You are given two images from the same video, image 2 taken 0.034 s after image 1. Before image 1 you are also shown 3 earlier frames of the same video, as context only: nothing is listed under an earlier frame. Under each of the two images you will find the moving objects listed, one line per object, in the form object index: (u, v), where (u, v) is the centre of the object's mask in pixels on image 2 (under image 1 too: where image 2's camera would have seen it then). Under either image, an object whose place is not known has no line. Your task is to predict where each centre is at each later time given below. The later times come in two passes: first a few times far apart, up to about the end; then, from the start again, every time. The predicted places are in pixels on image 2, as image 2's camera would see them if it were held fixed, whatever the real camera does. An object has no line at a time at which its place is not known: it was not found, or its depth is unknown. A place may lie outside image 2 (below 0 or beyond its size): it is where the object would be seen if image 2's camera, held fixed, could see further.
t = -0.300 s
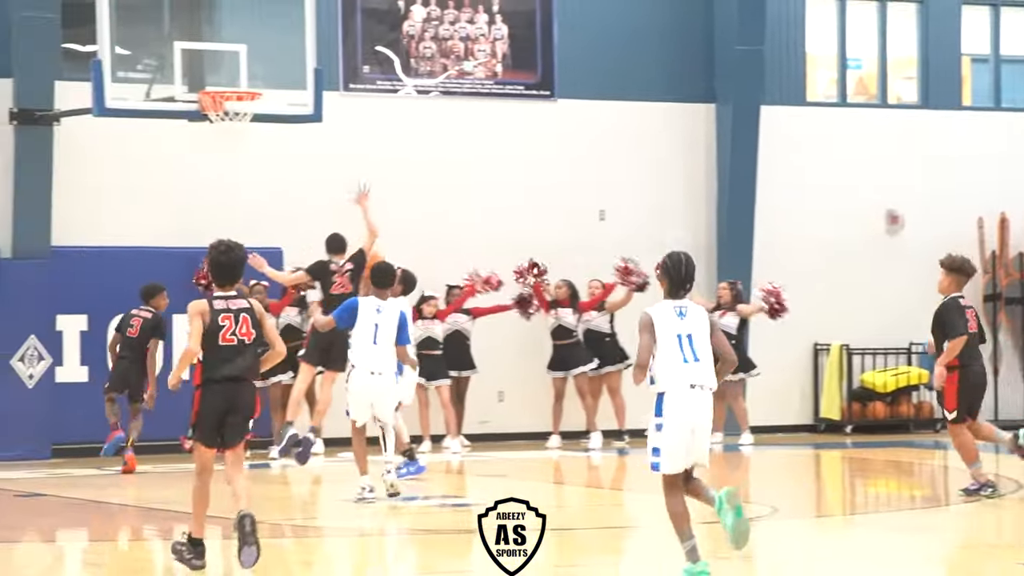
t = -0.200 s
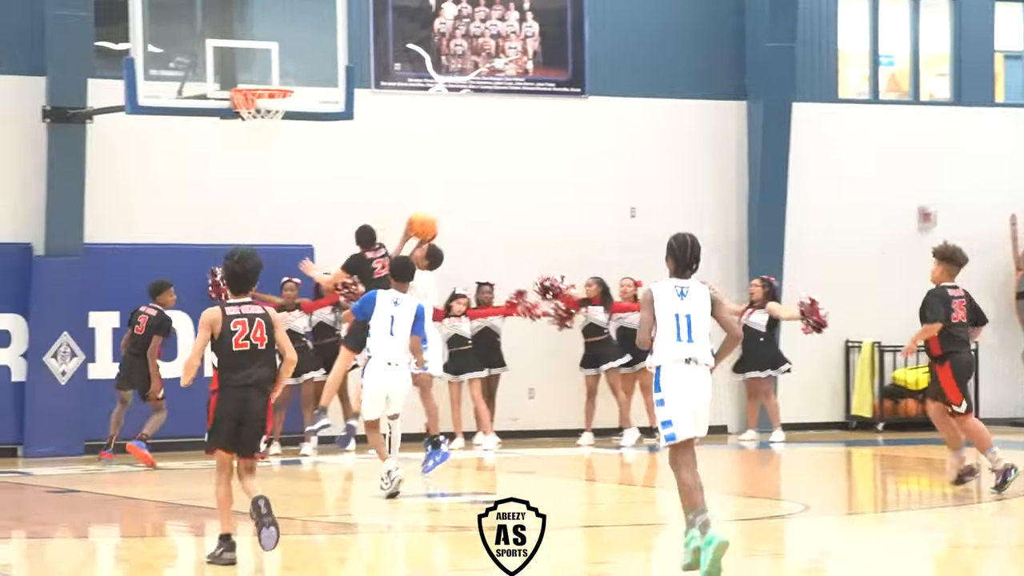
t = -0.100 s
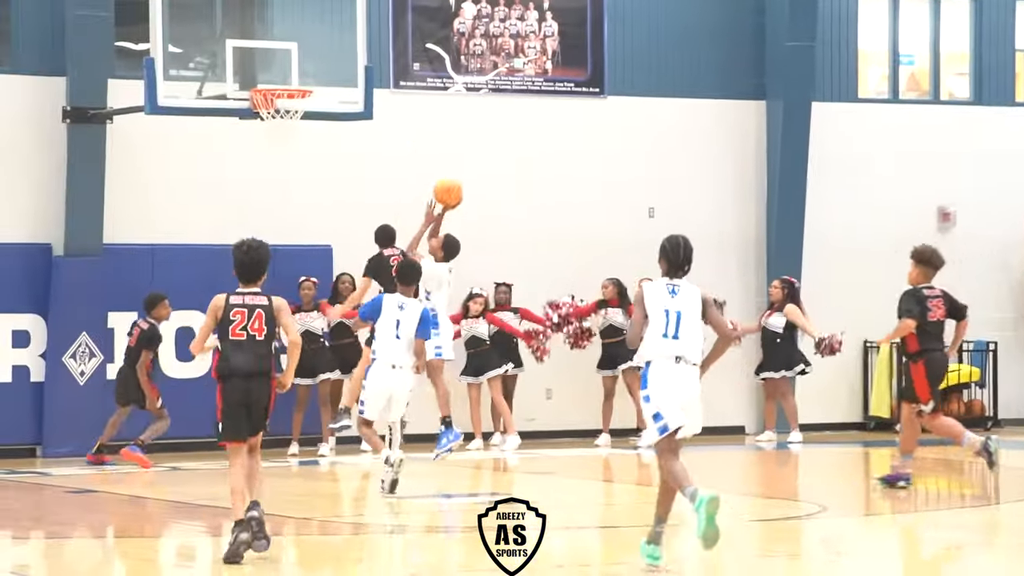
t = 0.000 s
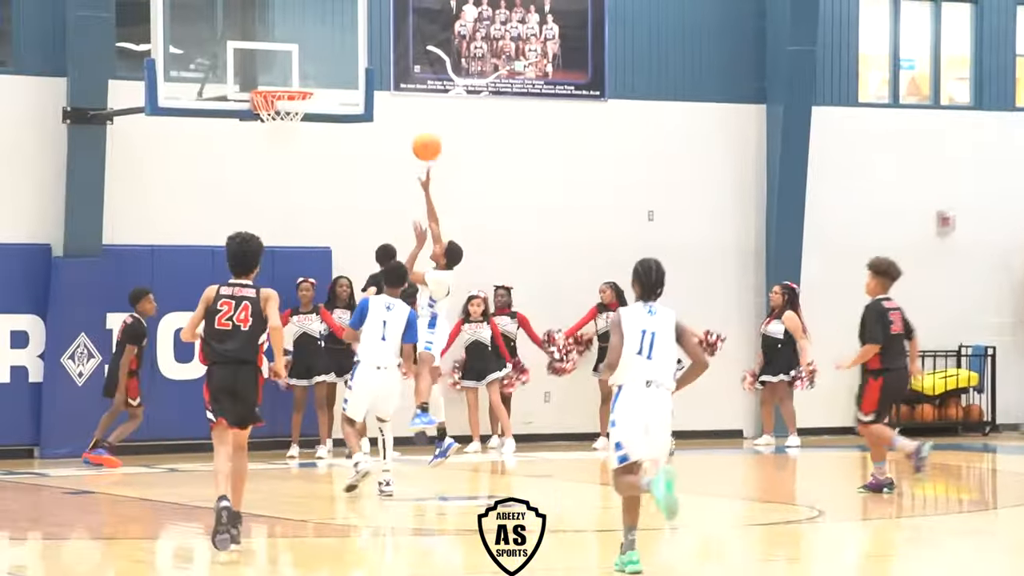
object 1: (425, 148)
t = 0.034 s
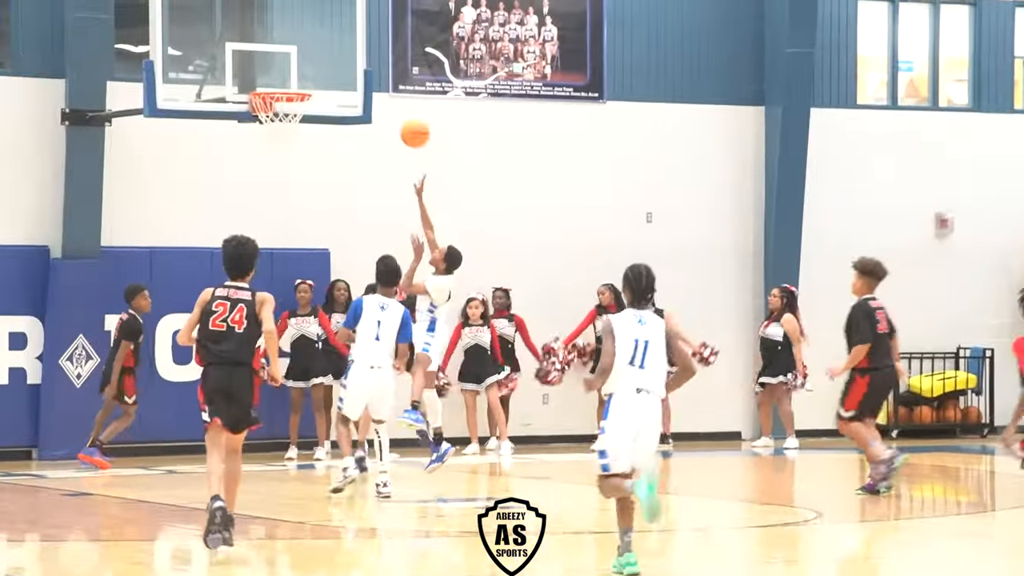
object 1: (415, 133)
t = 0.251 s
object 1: (347, 67)
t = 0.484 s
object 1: (291, 60)
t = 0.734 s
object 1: (276, 123)
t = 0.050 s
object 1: (409, 127)
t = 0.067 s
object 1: (404, 120)
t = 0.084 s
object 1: (399, 114)
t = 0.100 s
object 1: (393, 108)
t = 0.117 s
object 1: (388, 101)
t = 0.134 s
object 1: (382, 96)
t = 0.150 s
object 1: (377, 91)
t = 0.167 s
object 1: (374, 86)
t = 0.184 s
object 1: (368, 81)
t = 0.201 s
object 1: (363, 77)
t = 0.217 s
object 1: (358, 73)
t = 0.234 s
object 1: (352, 70)
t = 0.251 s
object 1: (347, 67)
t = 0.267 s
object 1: (343, 64)
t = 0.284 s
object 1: (337, 62)
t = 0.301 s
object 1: (332, 60)
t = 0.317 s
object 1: (328, 58)
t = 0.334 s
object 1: (322, 57)
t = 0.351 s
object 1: (316, 56)
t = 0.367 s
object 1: (311, 55)
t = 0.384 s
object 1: (306, 54)
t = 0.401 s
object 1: (301, 54)
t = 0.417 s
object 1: (296, 55)
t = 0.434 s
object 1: (295, 55)
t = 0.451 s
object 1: (294, 57)
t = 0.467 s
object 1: (293, 58)
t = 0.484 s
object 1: (291, 60)
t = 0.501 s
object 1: (290, 62)
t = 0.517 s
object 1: (288, 65)
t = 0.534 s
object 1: (287, 68)
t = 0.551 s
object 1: (286, 71)
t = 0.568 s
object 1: (284, 75)
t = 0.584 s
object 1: (283, 79)
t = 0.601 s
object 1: (282, 81)
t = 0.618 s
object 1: (281, 85)
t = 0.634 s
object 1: (280, 87)
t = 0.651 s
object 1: (278, 89)
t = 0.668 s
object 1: (280, 107)
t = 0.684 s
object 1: (276, 111)
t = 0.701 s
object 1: (275, 117)
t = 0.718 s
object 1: (276, 120)
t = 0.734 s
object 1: (276, 123)
